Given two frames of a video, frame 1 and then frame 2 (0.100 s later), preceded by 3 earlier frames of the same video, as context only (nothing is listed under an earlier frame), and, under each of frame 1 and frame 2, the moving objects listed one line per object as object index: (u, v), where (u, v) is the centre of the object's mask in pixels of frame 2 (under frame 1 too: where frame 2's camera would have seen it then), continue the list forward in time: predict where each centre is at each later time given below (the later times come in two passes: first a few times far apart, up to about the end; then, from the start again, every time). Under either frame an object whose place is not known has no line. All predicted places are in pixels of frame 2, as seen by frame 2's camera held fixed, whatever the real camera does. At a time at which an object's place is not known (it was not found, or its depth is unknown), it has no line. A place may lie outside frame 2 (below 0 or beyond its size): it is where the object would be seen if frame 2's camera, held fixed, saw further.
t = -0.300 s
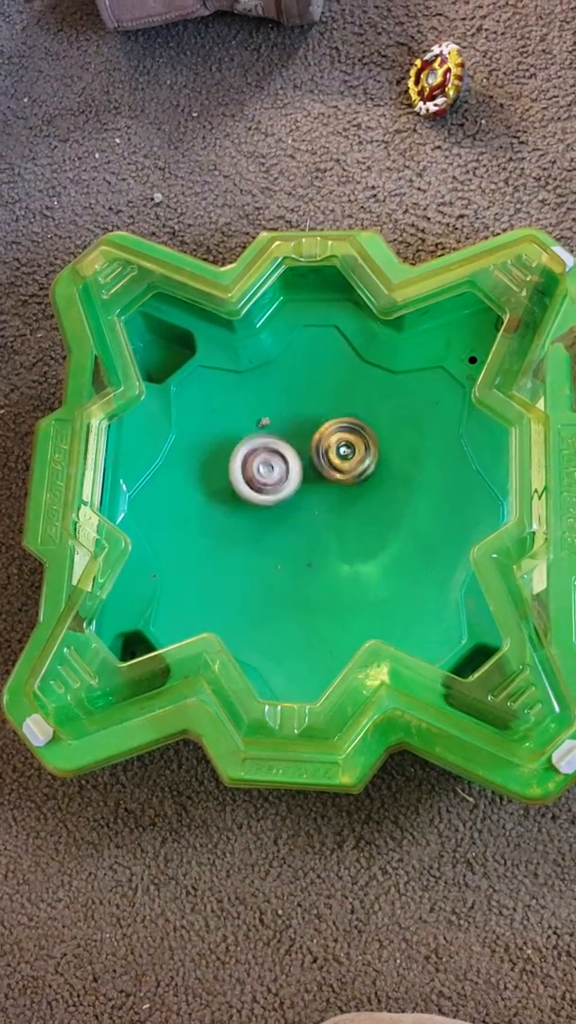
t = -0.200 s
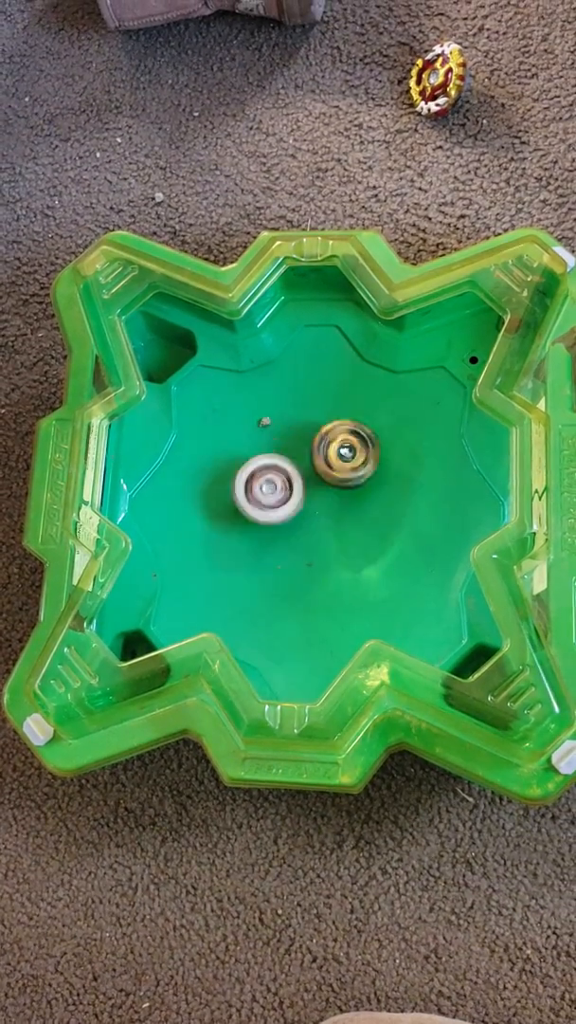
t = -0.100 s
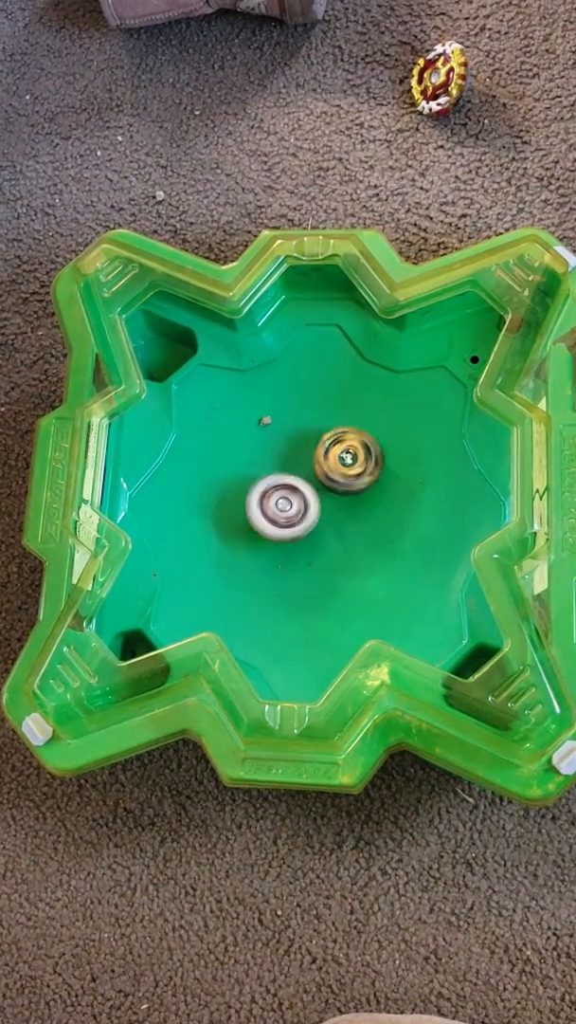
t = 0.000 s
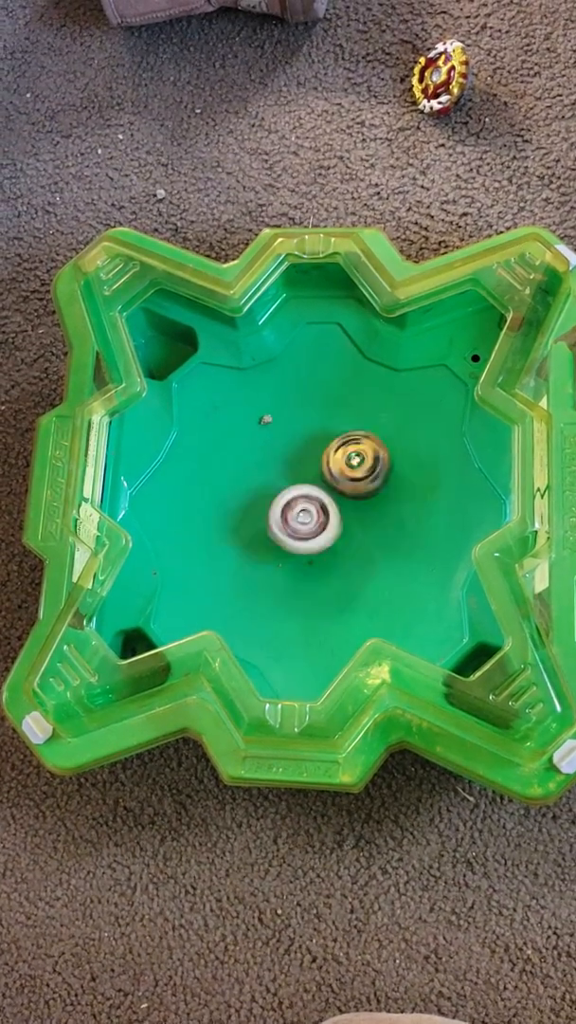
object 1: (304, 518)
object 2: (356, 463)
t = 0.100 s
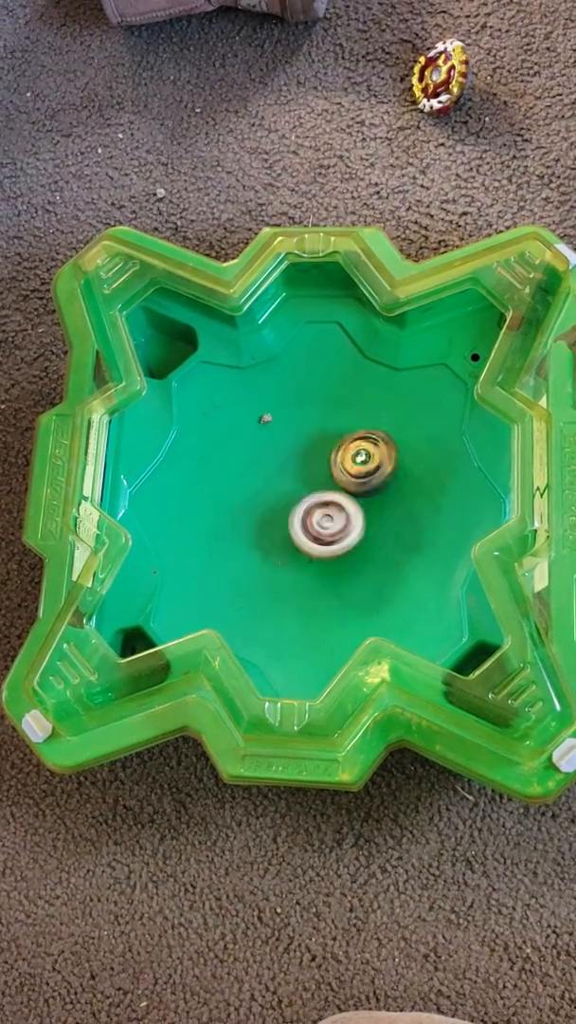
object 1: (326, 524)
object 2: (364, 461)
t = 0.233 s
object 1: (359, 547)
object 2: (371, 432)
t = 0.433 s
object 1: (401, 536)
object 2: (365, 411)
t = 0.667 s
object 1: (400, 481)
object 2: (355, 408)
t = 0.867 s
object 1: (370, 463)
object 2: (360, 404)
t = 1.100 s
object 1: (337, 498)
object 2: (361, 408)
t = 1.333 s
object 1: (338, 535)
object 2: (357, 406)
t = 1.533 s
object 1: (346, 522)
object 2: (361, 407)
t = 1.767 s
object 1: (343, 481)
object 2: (358, 407)
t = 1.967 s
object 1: (321, 450)
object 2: (362, 405)
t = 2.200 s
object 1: (296, 440)
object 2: (359, 407)
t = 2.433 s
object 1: (312, 455)
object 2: (358, 406)
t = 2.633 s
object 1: (357, 489)
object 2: (356, 404)
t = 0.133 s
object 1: (337, 532)
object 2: (368, 454)
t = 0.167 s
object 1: (347, 540)
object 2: (368, 446)
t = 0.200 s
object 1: (354, 543)
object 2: (370, 437)
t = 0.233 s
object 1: (359, 547)
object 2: (371, 432)
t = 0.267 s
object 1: (367, 548)
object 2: (370, 427)
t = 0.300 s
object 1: (375, 550)
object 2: (371, 421)
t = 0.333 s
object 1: (383, 546)
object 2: (369, 417)
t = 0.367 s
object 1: (390, 546)
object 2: (367, 416)
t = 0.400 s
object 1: (396, 540)
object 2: (367, 413)
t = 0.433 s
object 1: (401, 536)
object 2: (365, 411)
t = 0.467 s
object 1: (405, 527)
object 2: (364, 410)
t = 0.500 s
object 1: (408, 521)
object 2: (362, 410)
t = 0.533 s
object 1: (408, 512)
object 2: (361, 409)
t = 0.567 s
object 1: (410, 505)
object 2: (359, 409)
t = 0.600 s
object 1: (407, 496)
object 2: (356, 408)
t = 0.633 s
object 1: (406, 489)
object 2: (355, 407)
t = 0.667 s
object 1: (400, 481)
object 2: (355, 408)
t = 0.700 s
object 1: (397, 475)
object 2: (358, 409)
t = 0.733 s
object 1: (389, 469)
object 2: (359, 409)
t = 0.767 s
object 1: (384, 464)
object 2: (361, 406)
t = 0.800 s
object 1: (378, 463)
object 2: (361, 405)
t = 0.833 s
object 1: (375, 460)
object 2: (361, 404)
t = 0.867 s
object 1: (370, 463)
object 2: (360, 404)
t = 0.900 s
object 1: (367, 465)
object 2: (358, 404)
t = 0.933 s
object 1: (359, 466)
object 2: (357, 404)
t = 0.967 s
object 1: (353, 473)
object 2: (356, 405)
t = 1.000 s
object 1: (347, 479)
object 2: (357, 407)
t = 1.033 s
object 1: (345, 486)
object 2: (358, 407)
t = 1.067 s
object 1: (341, 490)
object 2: (359, 407)
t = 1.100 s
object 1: (337, 498)
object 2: (361, 408)
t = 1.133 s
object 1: (335, 503)
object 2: (361, 408)
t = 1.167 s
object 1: (333, 510)
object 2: (362, 408)
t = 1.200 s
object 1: (334, 516)
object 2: (361, 408)
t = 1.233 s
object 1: (332, 521)
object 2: (360, 407)
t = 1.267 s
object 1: (335, 528)
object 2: (359, 407)
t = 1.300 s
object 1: (334, 530)
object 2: (358, 407)
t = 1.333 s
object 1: (338, 535)
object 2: (357, 406)
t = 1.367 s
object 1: (338, 533)
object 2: (357, 407)
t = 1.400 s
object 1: (339, 535)
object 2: (358, 407)
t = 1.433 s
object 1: (341, 531)
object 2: (359, 407)
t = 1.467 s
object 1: (340, 531)
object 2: (360, 407)
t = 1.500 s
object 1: (346, 528)
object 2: (360, 407)
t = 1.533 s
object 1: (346, 522)
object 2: (361, 407)
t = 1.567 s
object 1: (348, 519)
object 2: (360, 407)
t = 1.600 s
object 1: (348, 513)
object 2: (360, 407)
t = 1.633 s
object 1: (349, 507)
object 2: (358, 407)
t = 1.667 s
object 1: (348, 498)
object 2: (358, 407)
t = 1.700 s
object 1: (346, 493)
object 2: (357, 407)
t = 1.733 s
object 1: (345, 486)
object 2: (357, 406)
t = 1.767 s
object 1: (343, 481)
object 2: (358, 407)
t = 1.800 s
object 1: (342, 475)
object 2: (359, 407)
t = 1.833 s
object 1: (336, 467)
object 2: (360, 406)
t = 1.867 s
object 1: (332, 464)
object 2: (361, 406)
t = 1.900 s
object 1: (329, 459)
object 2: (362, 405)
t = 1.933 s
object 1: (325, 455)
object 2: (362, 405)
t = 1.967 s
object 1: (321, 450)
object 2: (362, 405)
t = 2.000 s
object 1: (313, 446)
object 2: (361, 406)
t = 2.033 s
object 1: (310, 444)
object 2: (360, 406)
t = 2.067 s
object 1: (305, 441)
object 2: (359, 406)
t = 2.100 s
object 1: (300, 441)
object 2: (358, 406)
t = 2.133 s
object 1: (299, 438)
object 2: (358, 406)
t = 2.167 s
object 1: (293, 439)
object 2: (358, 407)
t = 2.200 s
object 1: (296, 440)
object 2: (359, 407)
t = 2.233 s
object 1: (294, 439)
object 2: (359, 408)
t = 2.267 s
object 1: (293, 443)
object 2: (359, 408)
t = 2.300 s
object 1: (298, 445)
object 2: (360, 407)
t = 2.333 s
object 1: (299, 447)
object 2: (359, 407)
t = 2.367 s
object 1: (305, 450)
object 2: (359, 407)
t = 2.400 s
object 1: (307, 450)
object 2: (358, 407)
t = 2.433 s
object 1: (312, 455)
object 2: (358, 406)
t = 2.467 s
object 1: (319, 456)
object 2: (358, 406)
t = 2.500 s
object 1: (324, 457)
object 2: (358, 405)
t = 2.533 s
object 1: (334, 462)
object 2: (357, 405)
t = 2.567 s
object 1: (343, 473)
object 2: (356, 402)
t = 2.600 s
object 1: (350, 479)
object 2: (356, 403)
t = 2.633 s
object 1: (357, 489)
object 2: (356, 404)
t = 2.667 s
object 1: (364, 496)
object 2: (358, 406)
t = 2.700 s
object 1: (373, 498)
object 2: (360, 408)
